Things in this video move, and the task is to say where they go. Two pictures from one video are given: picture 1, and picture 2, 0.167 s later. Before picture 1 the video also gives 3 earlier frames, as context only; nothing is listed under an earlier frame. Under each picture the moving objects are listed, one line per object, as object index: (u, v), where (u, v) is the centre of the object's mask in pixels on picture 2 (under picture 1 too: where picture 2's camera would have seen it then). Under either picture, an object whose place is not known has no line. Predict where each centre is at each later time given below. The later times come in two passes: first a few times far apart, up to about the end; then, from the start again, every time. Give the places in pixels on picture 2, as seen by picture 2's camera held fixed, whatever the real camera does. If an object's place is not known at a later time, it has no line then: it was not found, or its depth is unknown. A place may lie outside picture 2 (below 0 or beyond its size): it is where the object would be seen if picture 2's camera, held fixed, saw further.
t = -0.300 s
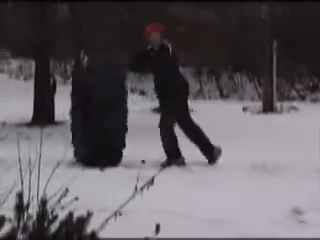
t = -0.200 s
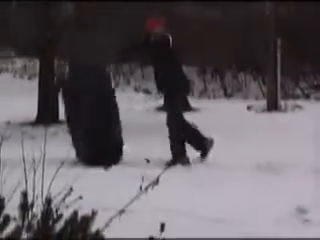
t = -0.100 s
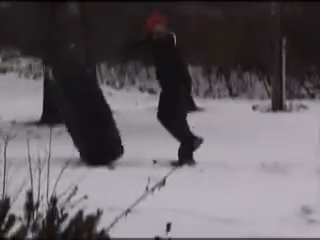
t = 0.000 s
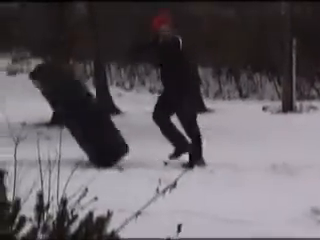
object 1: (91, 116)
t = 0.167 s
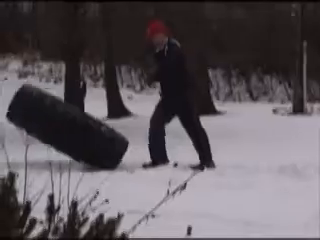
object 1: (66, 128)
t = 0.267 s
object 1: (53, 143)
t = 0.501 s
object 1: (46, 145)
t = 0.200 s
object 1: (62, 132)
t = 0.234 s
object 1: (58, 138)
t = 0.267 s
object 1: (53, 143)
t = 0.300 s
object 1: (53, 147)
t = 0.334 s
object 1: (52, 147)
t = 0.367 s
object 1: (50, 147)
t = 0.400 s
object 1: (48, 146)
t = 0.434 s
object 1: (47, 144)
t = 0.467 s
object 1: (46, 144)
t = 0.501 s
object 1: (46, 145)
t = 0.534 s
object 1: (45, 145)
